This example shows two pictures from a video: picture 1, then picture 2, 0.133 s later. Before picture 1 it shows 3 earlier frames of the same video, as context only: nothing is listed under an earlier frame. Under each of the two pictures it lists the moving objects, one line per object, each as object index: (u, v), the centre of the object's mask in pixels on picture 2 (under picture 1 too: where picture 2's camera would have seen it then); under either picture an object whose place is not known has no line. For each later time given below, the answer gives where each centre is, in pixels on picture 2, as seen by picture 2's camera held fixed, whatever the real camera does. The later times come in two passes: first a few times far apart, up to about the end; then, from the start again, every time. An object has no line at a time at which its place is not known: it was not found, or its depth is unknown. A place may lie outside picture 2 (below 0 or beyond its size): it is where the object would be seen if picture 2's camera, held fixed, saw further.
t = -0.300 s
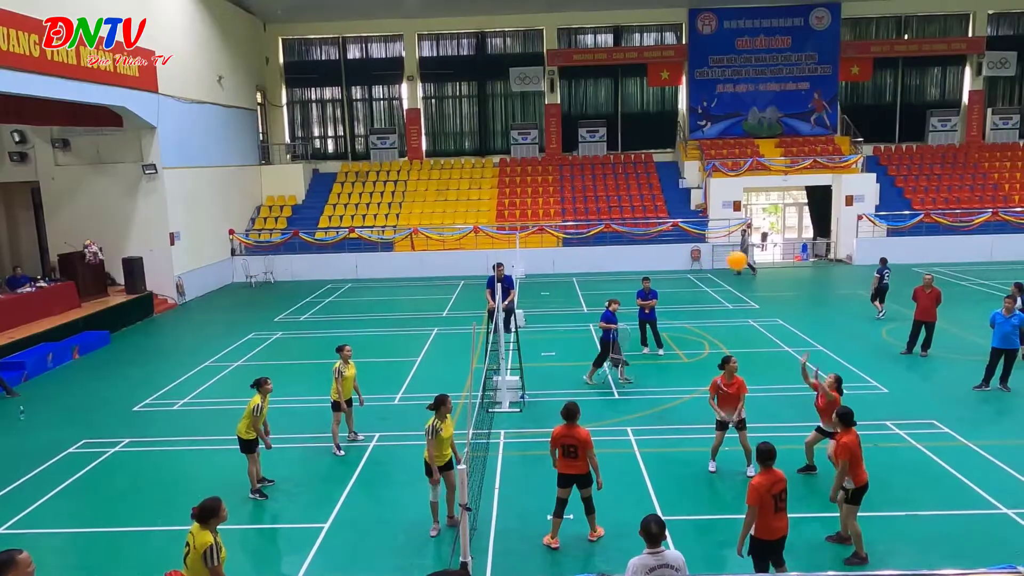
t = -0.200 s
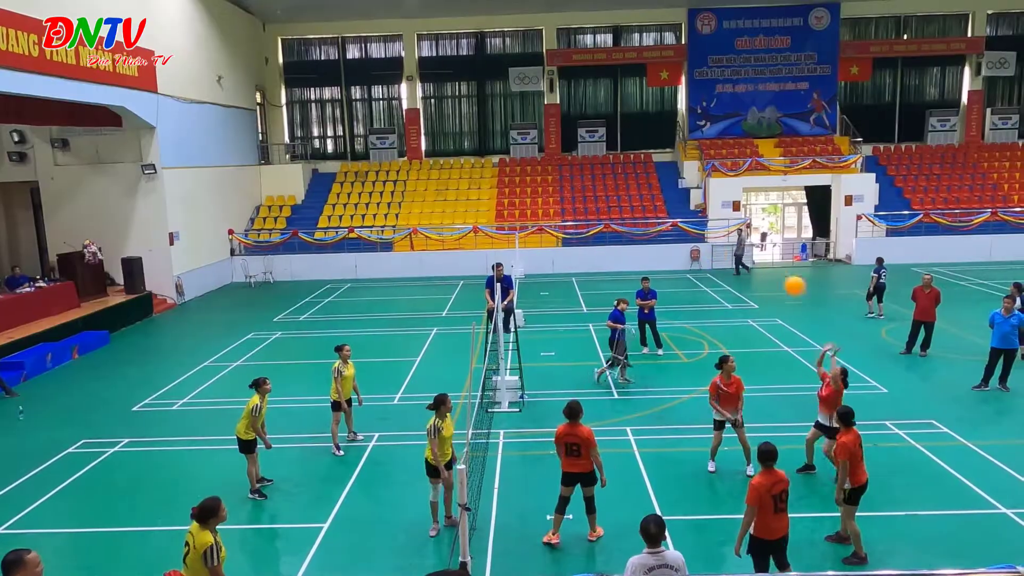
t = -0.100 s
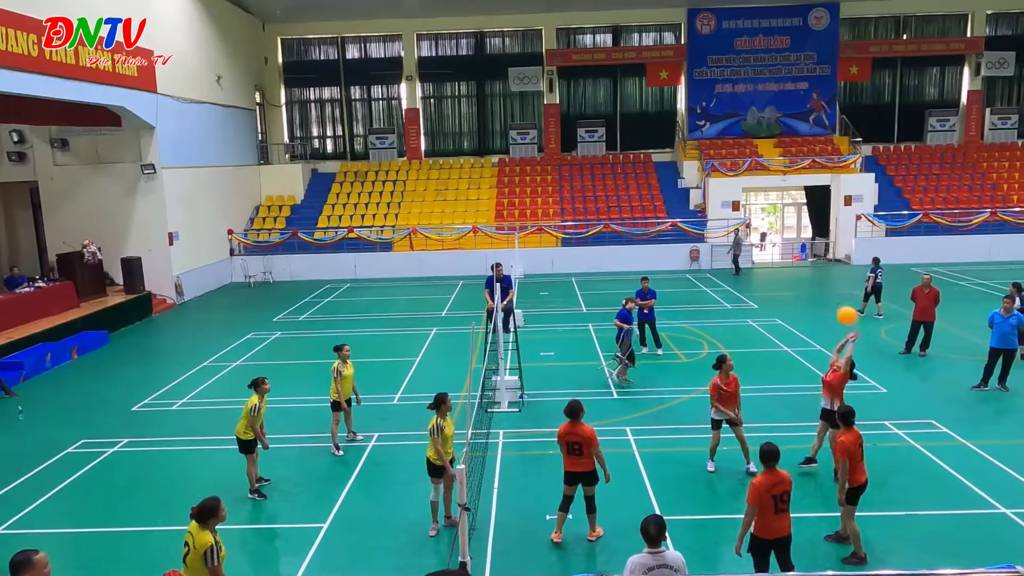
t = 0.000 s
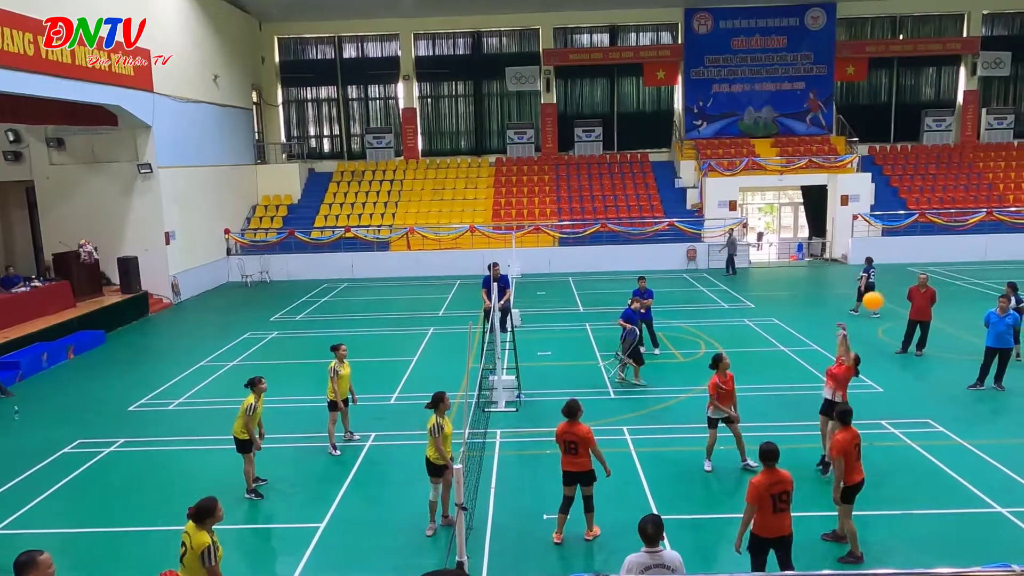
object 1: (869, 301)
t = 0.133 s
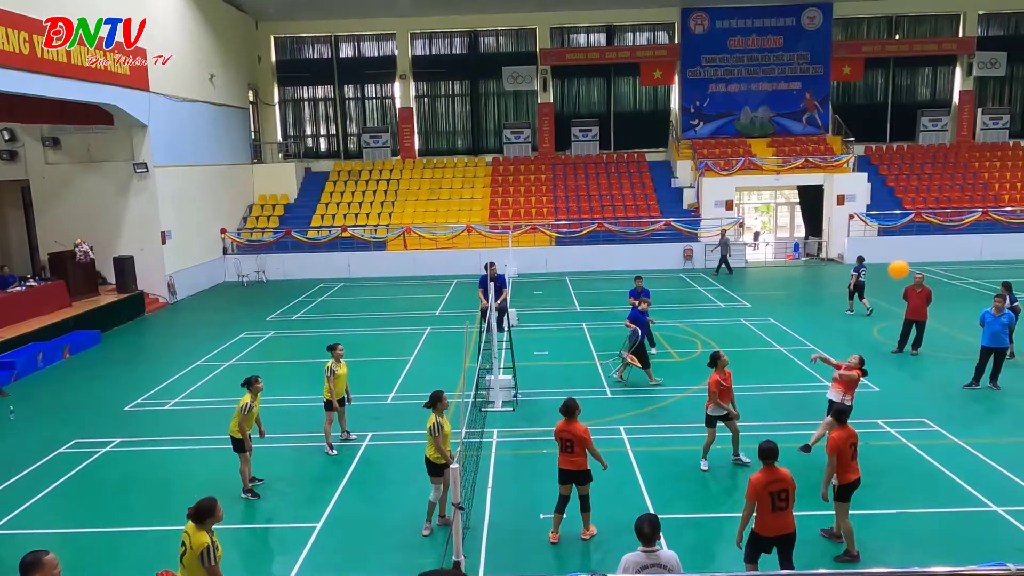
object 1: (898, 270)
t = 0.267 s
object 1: (927, 252)
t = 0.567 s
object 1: (988, 261)
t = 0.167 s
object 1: (905, 264)
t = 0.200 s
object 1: (913, 259)
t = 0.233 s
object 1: (920, 255)
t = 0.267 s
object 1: (927, 252)
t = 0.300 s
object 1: (934, 249)
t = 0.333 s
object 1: (941, 248)
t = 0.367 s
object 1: (948, 247)
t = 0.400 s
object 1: (955, 247)
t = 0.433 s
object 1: (962, 248)
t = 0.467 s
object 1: (968, 250)
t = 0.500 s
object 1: (975, 253)
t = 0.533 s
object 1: (982, 257)
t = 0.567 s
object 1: (988, 261)
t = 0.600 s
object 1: (994, 266)
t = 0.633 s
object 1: (1001, 272)
